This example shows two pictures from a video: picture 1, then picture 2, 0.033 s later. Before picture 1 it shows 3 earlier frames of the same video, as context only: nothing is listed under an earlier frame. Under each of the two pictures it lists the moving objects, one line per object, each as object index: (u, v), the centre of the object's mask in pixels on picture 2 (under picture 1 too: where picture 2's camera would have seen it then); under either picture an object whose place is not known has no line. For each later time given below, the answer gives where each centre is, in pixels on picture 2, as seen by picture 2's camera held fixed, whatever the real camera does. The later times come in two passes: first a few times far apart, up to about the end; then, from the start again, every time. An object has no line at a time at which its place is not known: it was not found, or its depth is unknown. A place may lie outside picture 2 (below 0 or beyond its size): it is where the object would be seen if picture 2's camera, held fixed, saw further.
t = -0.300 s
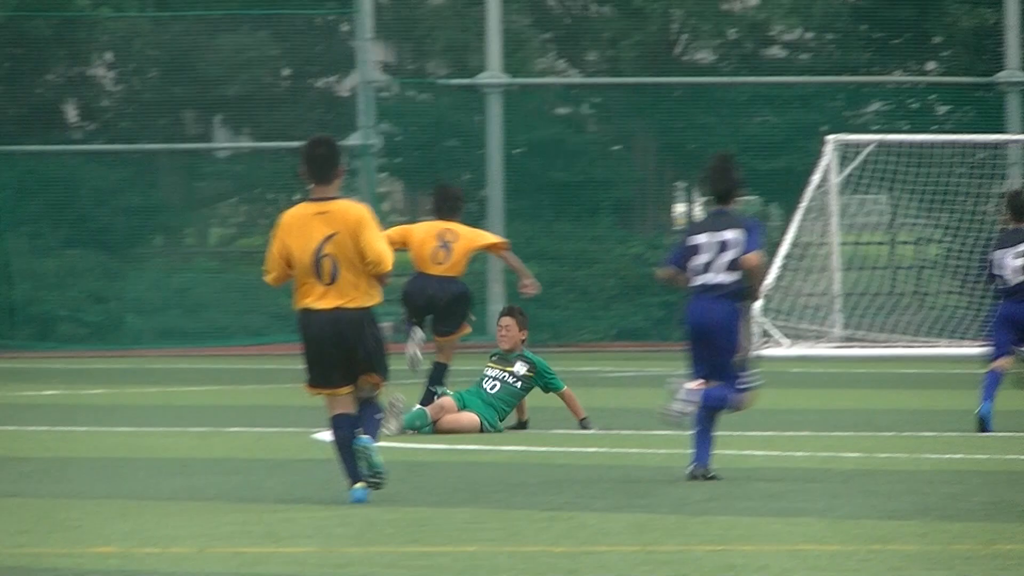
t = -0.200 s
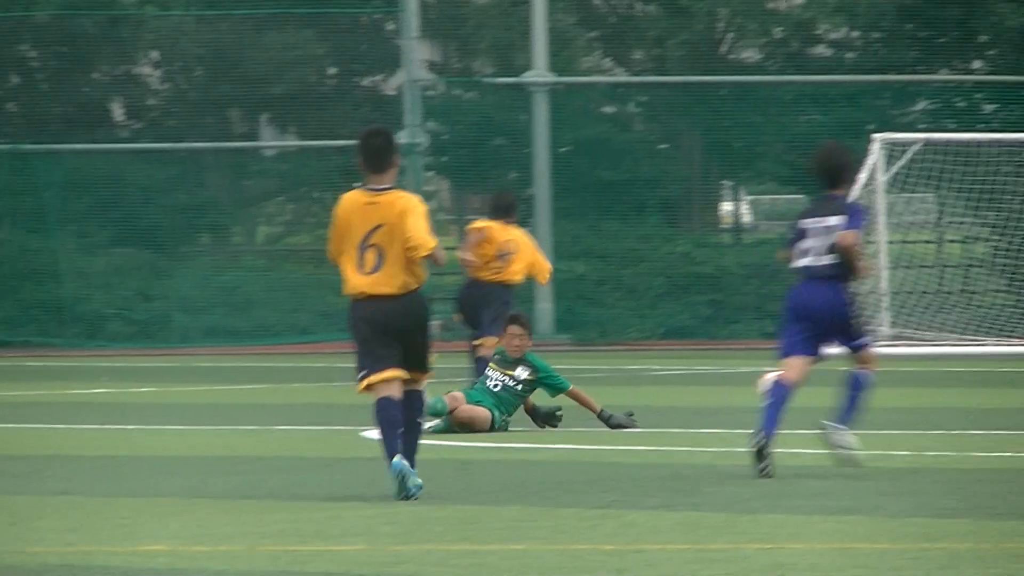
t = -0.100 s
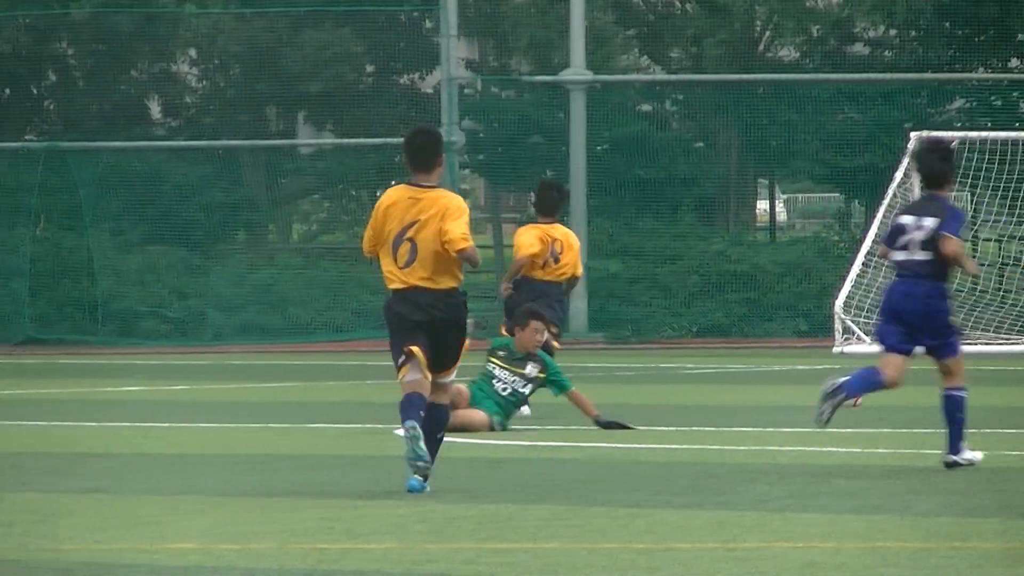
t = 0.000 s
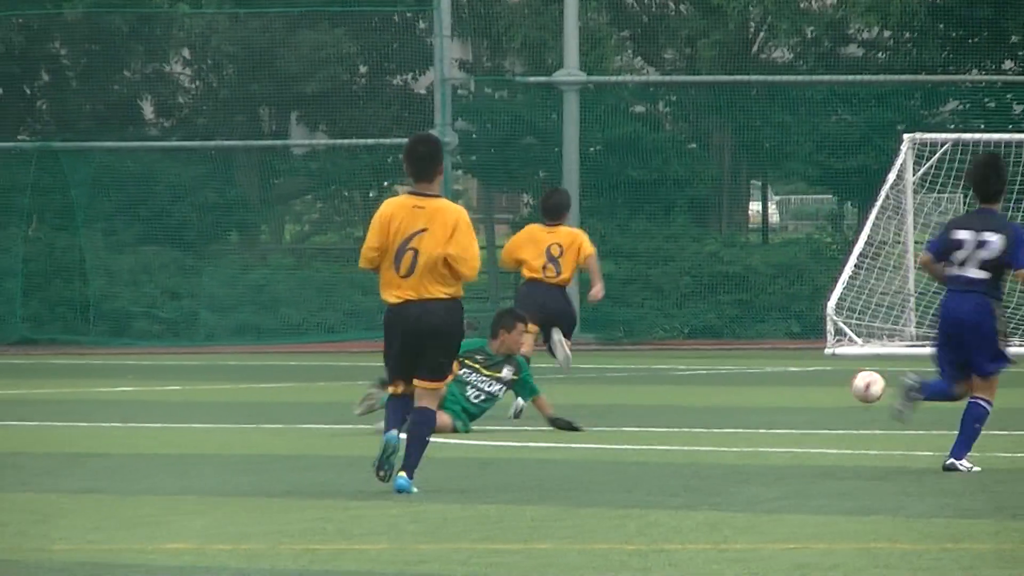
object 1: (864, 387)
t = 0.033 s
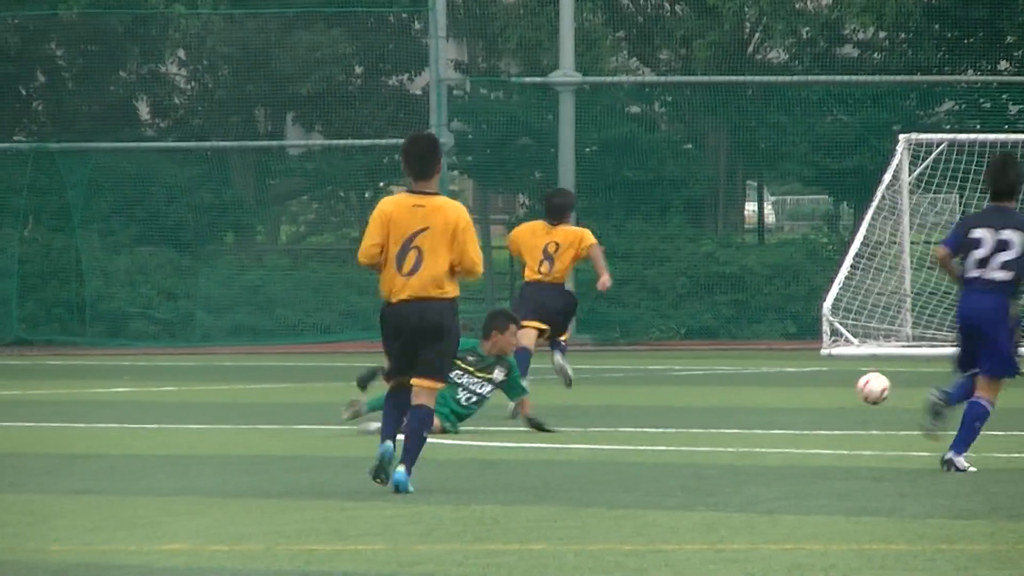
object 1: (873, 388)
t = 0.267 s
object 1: (937, 386)
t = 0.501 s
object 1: (987, 383)
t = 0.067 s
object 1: (882, 390)
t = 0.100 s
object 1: (893, 389)
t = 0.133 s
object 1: (901, 387)
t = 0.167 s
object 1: (910, 385)
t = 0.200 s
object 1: (919, 386)
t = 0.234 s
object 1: (930, 388)
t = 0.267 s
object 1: (937, 386)
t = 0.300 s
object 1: (945, 384)
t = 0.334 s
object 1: (953, 384)
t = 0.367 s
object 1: (960, 385)
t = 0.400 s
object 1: (966, 382)
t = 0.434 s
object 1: (969, 383)
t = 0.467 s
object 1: (977, 382)
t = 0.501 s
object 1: (987, 383)
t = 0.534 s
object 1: (997, 381)
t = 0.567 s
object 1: (1002, 380)
